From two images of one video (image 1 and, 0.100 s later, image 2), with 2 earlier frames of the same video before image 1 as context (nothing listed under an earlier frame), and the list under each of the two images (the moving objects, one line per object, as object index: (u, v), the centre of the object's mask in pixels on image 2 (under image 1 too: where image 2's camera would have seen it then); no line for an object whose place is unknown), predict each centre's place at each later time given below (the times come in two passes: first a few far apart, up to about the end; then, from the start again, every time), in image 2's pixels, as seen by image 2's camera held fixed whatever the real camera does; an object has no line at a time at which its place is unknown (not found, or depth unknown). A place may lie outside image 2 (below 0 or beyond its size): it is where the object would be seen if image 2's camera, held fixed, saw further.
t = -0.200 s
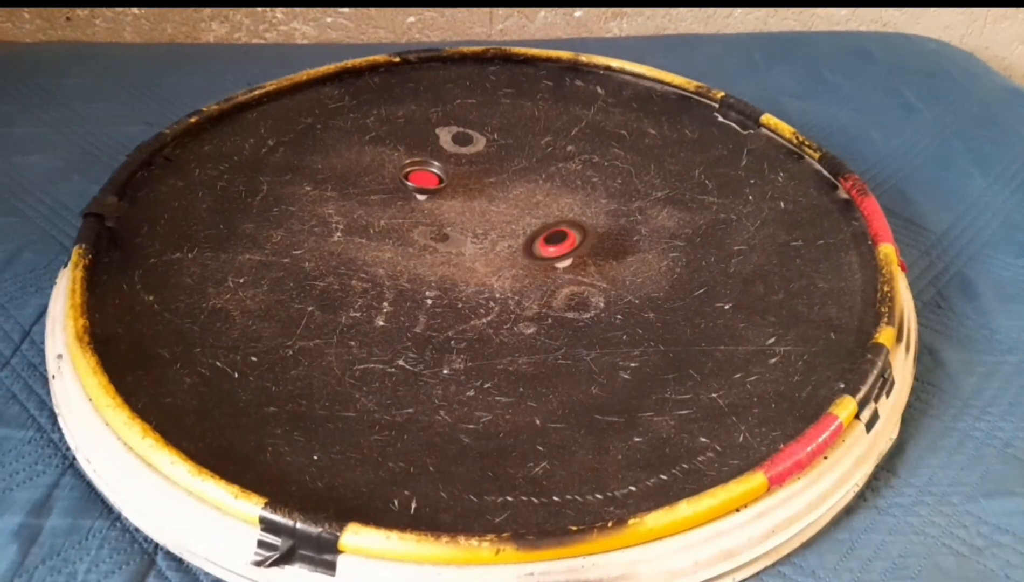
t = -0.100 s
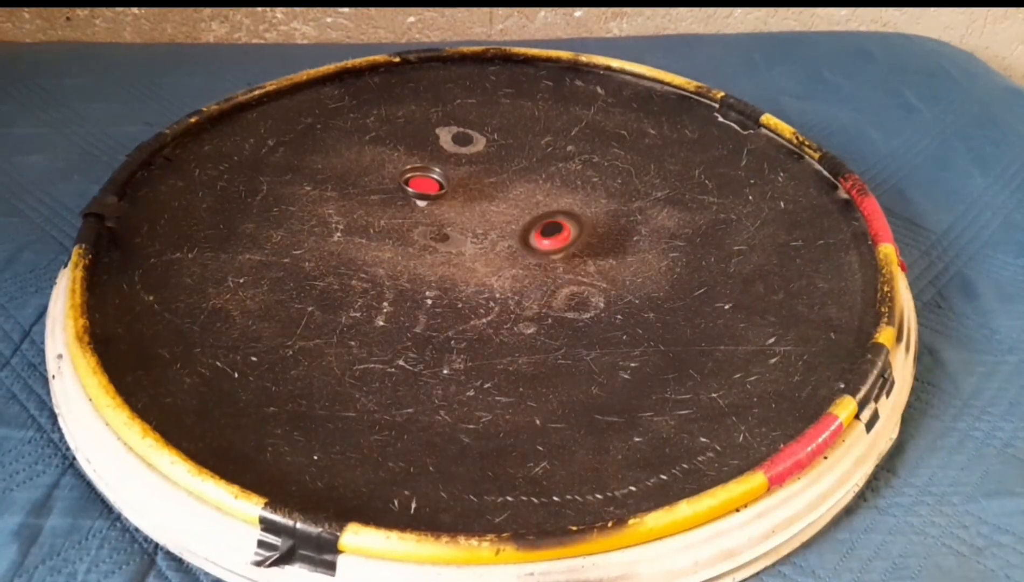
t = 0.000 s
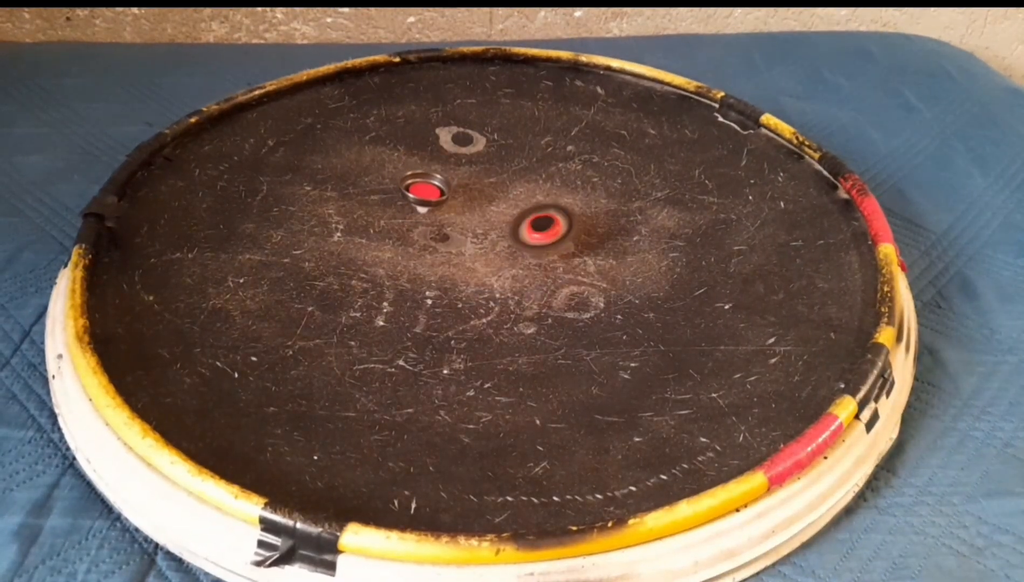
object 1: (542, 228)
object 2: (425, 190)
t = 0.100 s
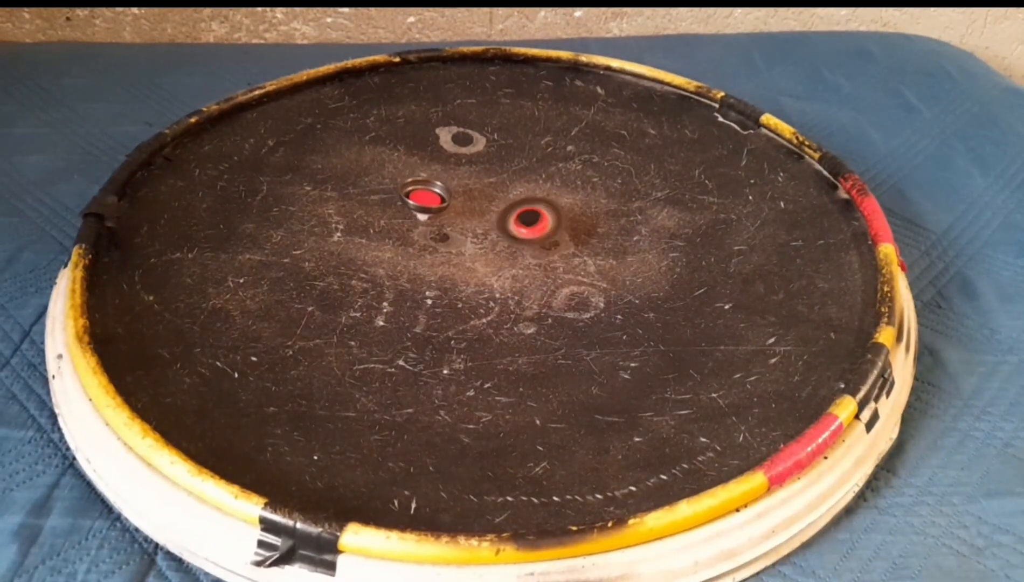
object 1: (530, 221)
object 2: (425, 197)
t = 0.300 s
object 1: (499, 216)
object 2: (422, 208)
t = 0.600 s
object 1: (470, 227)
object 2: (402, 234)
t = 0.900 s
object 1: (458, 249)
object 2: (390, 268)
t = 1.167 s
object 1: (470, 271)
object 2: (387, 295)
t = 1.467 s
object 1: (506, 288)
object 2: (397, 320)
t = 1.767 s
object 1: (548, 291)
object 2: (415, 332)
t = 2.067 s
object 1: (575, 278)
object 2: (446, 329)
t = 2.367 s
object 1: (574, 258)
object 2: (475, 321)
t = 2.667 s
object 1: (554, 237)
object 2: (532, 302)
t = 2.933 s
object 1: (526, 223)
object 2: (584, 278)
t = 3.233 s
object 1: (484, 216)
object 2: (627, 254)
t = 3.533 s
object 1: (448, 217)
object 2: (649, 236)
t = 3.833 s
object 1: (438, 227)
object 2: (638, 231)
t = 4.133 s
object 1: (450, 248)
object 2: (614, 226)
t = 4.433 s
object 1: (477, 266)
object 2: (584, 218)
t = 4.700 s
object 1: (514, 275)
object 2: (555, 214)
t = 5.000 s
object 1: (553, 272)
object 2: (494, 205)
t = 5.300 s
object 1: (573, 262)
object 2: (438, 192)
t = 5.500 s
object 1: (571, 254)
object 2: (414, 185)
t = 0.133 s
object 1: (525, 221)
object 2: (424, 199)
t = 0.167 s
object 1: (520, 219)
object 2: (424, 201)
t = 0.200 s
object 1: (516, 218)
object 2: (424, 202)
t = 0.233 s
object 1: (509, 217)
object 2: (423, 204)
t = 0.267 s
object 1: (504, 217)
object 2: (422, 206)
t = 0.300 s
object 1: (499, 216)
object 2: (422, 208)
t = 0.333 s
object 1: (494, 218)
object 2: (422, 209)
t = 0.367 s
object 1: (490, 216)
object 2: (421, 211)
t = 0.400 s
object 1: (492, 216)
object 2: (412, 213)
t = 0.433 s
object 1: (490, 217)
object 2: (407, 216)
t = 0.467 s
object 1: (487, 218)
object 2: (405, 219)
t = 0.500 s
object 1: (481, 220)
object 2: (404, 222)
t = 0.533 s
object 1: (478, 221)
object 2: (404, 226)
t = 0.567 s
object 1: (471, 224)
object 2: (403, 230)
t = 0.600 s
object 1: (470, 227)
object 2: (402, 234)
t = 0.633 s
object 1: (468, 228)
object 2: (399, 239)
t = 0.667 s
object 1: (465, 231)
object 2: (398, 241)
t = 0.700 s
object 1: (463, 234)
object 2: (395, 244)
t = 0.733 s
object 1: (462, 237)
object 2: (395, 247)
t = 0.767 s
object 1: (460, 239)
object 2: (394, 251)
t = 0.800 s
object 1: (459, 241)
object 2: (393, 255)
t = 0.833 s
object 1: (459, 244)
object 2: (392, 259)
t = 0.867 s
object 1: (459, 247)
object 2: (391, 263)
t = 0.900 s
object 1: (458, 249)
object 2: (390, 268)
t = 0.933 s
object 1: (459, 252)
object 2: (390, 272)
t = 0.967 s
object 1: (459, 254)
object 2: (388, 275)
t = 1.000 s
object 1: (461, 258)
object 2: (389, 279)
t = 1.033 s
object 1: (461, 260)
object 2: (389, 282)
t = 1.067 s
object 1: (464, 263)
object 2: (388, 286)
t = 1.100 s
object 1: (465, 266)
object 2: (387, 289)
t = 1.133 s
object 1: (468, 269)
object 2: (387, 292)
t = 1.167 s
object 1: (470, 271)
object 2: (387, 295)
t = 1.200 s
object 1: (473, 273)
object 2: (386, 297)
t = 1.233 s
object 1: (476, 276)
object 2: (387, 300)
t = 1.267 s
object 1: (480, 278)
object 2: (389, 303)
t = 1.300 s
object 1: (484, 279)
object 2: (391, 306)
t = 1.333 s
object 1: (487, 281)
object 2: (391, 309)
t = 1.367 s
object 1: (492, 283)
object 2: (393, 312)
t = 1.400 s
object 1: (496, 285)
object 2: (394, 315)
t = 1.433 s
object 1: (501, 287)
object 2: (395, 317)
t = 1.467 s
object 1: (506, 288)
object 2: (397, 320)
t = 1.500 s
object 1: (511, 289)
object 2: (400, 322)
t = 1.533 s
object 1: (513, 290)
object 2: (401, 325)
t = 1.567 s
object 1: (522, 291)
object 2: (404, 328)
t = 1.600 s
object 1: (526, 291)
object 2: (407, 331)
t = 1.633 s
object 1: (531, 292)
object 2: (408, 332)
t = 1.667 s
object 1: (534, 292)
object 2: (409, 332)
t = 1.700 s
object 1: (540, 292)
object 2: (410, 332)
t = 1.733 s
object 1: (543, 292)
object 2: (413, 332)
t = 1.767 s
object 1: (548, 291)
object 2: (415, 332)
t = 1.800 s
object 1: (551, 290)
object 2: (419, 332)
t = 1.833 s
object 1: (557, 289)
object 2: (421, 331)
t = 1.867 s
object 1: (559, 288)
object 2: (424, 331)
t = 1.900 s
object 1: (563, 287)
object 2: (428, 331)
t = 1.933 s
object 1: (566, 285)
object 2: (432, 331)
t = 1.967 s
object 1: (569, 284)
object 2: (435, 331)
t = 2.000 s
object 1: (572, 282)
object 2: (439, 331)
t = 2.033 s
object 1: (573, 280)
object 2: (443, 330)
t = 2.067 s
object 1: (575, 278)
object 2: (446, 329)
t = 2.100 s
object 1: (575, 276)
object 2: (450, 329)
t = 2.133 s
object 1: (576, 274)
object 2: (453, 328)
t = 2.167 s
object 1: (576, 272)
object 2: (456, 327)
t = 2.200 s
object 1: (578, 270)
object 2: (460, 325)
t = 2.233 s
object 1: (576, 267)
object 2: (463, 325)
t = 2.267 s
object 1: (578, 265)
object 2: (465, 325)
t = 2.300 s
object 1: (575, 262)
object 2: (468, 324)
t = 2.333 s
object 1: (577, 261)
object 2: (472, 322)
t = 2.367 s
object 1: (574, 258)
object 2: (475, 321)
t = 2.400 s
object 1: (572, 255)
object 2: (478, 320)
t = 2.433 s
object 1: (570, 252)
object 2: (482, 320)
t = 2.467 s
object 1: (567, 250)
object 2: (487, 318)
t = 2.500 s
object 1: (565, 247)
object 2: (493, 316)
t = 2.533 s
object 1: (563, 245)
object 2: (500, 314)
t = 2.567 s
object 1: (563, 243)
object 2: (509, 310)
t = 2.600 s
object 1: (559, 241)
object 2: (516, 307)
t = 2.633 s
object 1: (558, 239)
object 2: (524, 305)
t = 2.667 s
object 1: (554, 237)
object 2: (532, 302)
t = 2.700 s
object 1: (551, 235)
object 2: (540, 298)
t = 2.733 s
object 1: (549, 233)
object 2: (546, 295)
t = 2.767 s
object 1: (545, 231)
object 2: (553, 293)
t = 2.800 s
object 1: (542, 229)
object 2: (561, 289)
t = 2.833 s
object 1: (536, 228)
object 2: (567, 287)
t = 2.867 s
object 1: (533, 225)
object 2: (572, 284)
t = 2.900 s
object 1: (528, 225)
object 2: (579, 281)
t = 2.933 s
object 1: (526, 223)
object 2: (584, 278)
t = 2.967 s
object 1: (520, 222)
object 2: (589, 276)
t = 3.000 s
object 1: (515, 221)
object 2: (595, 273)
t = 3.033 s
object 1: (510, 220)
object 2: (600, 270)
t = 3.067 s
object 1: (505, 219)
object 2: (605, 267)
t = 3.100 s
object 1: (501, 218)
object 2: (609, 265)
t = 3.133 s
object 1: (496, 218)
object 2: (614, 262)
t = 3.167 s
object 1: (492, 216)
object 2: (618, 260)
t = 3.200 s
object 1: (487, 216)
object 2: (622, 257)
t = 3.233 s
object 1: (484, 216)
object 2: (627, 254)
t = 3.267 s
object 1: (479, 216)
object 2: (631, 251)
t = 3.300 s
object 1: (475, 215)
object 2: (634, 249)
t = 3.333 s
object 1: (470, 215)
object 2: (637, 247)
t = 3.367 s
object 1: (466, 216)
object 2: (640, 245)
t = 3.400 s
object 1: (463, 216)
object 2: (643, 243)
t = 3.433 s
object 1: (458, 216)
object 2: (644, 241)
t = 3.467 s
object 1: (457, 216)
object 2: (646, 240)
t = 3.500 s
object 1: (451, 216)
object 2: (648, 238)
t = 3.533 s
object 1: (448, 217)
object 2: (649, 236)
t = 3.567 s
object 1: (445, 218)
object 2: (651, 235)
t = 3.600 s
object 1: (442, 218)
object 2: (651, 235)
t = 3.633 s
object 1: (440, 218)
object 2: (650, 235)
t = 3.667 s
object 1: (438, 219)
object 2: (649, 234)
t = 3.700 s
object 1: (437, 220)
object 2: (647, 234)
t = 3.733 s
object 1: (437, 221)
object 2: (645, 233)
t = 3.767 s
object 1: (438, 223)
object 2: (643, 232)
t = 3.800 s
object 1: (437, 224)
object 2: (641, 232)
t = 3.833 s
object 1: (438, 227)
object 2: (638, 231)
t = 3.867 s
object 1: (439, 229)
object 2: (636, 231)
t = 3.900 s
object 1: (439, 232)
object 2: (633, 230)
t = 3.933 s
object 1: (441, 234)
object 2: (630, 229)
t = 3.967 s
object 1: (441, 236)
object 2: (628, 228)
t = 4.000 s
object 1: (442, 238)
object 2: (625, 228)
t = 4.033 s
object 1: (442, 240)
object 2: (623, 228)
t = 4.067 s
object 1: (447, 244)
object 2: (620, 227)
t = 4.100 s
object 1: (447, 245)
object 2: (617, 226)
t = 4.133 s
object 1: (450, 248)
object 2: (614, 226)
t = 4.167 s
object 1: (451, 250)
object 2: (611, 225)
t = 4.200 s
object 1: (454, 253)
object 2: (608, 224)
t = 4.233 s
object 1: (457, 255)
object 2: (604, 223)
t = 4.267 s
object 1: (458, 256)
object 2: (600, 222)
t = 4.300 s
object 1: (464, 259)
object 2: (596, 221)
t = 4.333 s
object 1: (466, 261)
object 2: (592, 220)
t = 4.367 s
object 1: (471, 263)
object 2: (590, 219)
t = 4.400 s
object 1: (474, 265)
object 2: (587, 219)
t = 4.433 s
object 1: (477, 266)
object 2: (584, 218)
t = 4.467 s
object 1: (481, 268)
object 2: (581, 218)
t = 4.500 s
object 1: (484, 268)
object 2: (579, 217)
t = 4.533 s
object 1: (491, 270)
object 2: (577, 217)
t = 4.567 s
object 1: (494, 271)
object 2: (574, 217)
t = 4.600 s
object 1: (497, 272)
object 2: (570, 216)
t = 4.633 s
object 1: (503, 273)
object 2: (567, 215)
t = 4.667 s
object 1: (507, 274)
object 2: (562, 215)
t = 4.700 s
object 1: (514, 275)
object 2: (555, 214)
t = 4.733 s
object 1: (518, 274)
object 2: (546, 213)
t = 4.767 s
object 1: (524, 275)
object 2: (538, 212)
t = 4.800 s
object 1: (529, 275)
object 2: (530, 210)
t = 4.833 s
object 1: (531, 275)
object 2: (521, 210)
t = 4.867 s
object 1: (537, 275)
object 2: (513, 208)
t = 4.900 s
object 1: (540, 275)
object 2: (510, 208)
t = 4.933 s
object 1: (546, 274)
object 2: (506, 207)
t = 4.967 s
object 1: (548, 273)
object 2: (502, 206)
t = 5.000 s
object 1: (553, 272)
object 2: (494, 205)
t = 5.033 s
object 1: (555, 272)
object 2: (487, 203)
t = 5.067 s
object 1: (557, 271)
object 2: (481, 202)
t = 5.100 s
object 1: (562, 270)
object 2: (473, 201)
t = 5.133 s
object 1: (564, 269)
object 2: (467, 199)
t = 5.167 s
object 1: (567, 267)
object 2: (461, 198)
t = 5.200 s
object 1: (570, 266)
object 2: (454, 196)
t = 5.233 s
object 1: (571, 265)
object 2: (449, 195)
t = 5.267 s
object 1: (573, 264)
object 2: (443, 194)
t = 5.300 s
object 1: (573, 262)
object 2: (438, 192)
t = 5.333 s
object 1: (574, 261)
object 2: (434, 191)
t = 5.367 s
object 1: (574, 259)
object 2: (429, 189)
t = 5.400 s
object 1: (573, 258)
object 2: (425, 188)
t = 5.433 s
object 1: (573, 257)
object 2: (422, 187)
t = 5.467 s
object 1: (571, 256)
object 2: (418, 186)
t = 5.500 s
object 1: (571, 254)
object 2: (414, 185)
